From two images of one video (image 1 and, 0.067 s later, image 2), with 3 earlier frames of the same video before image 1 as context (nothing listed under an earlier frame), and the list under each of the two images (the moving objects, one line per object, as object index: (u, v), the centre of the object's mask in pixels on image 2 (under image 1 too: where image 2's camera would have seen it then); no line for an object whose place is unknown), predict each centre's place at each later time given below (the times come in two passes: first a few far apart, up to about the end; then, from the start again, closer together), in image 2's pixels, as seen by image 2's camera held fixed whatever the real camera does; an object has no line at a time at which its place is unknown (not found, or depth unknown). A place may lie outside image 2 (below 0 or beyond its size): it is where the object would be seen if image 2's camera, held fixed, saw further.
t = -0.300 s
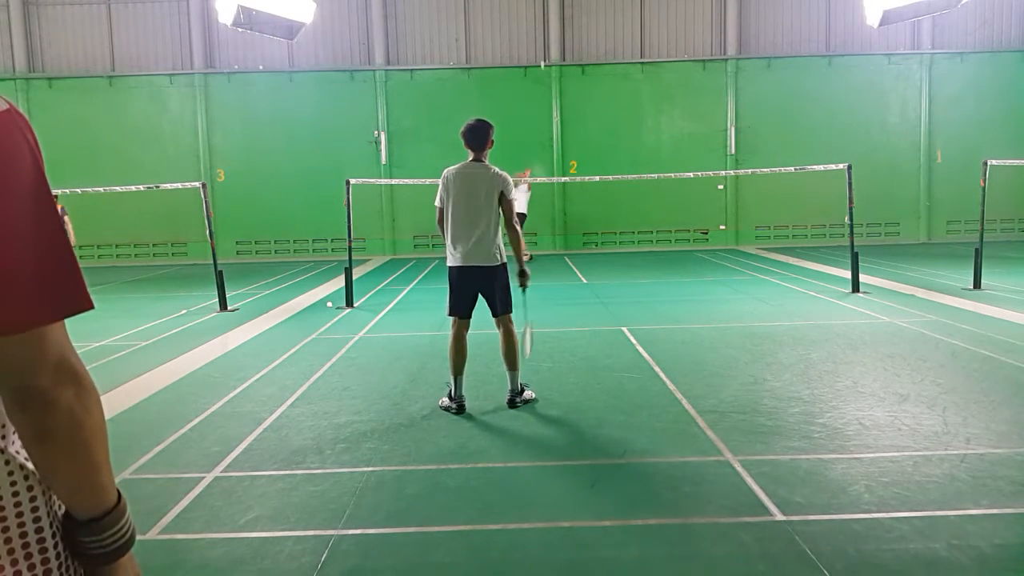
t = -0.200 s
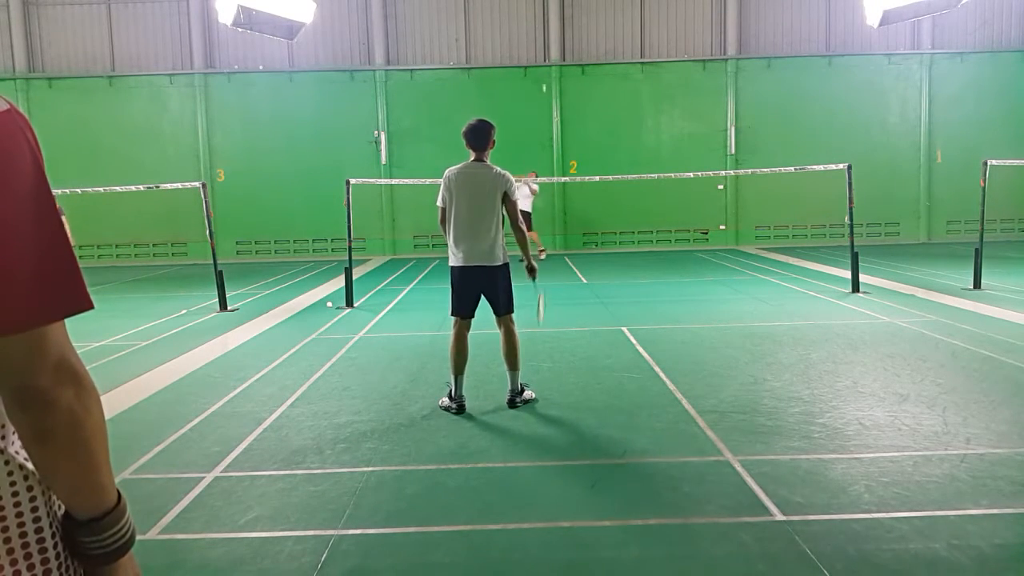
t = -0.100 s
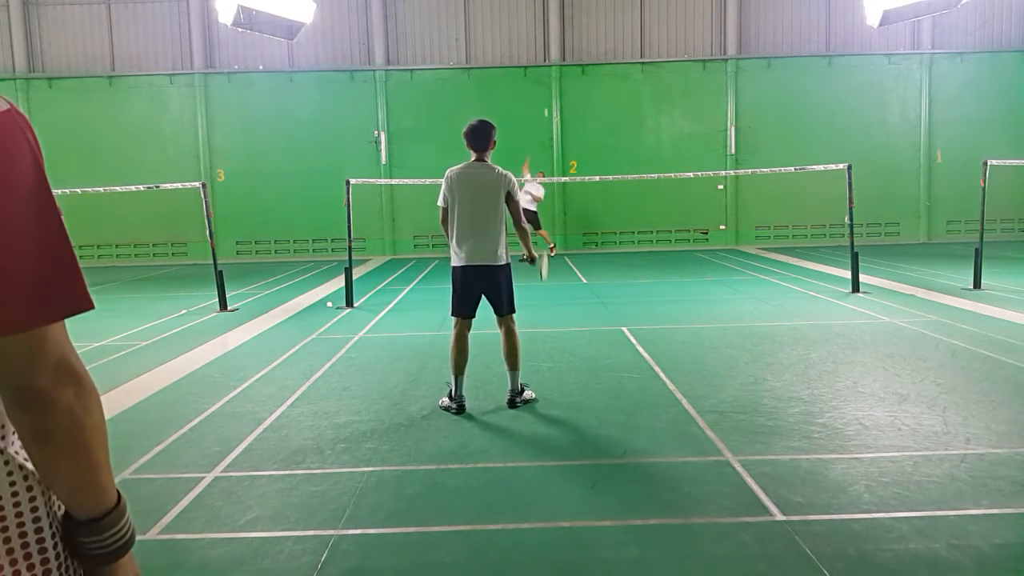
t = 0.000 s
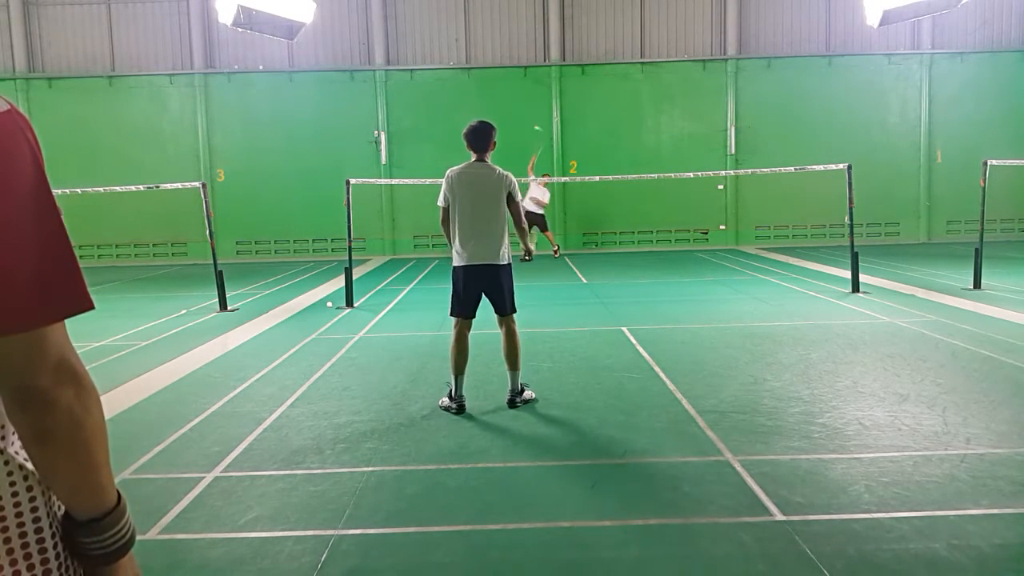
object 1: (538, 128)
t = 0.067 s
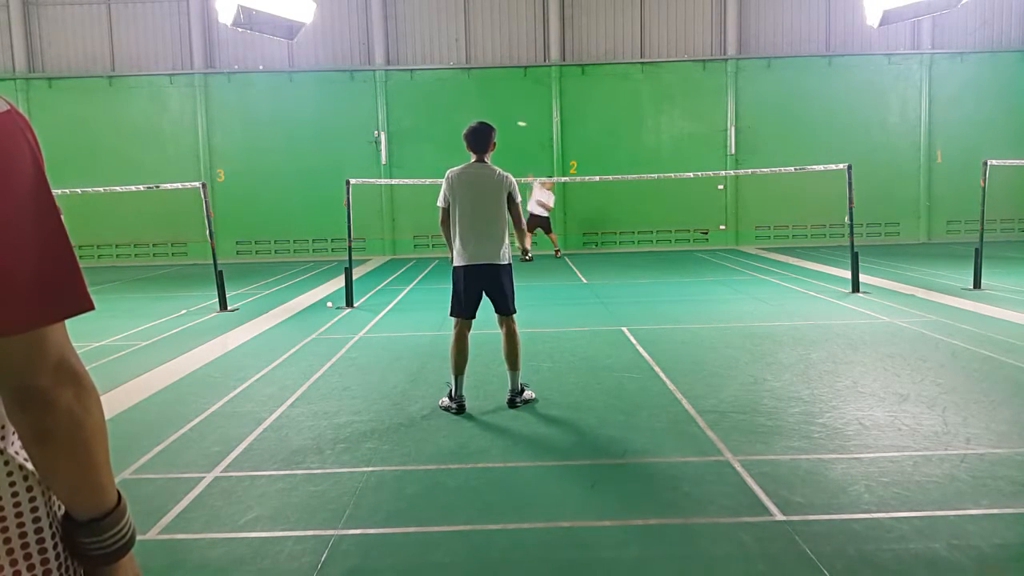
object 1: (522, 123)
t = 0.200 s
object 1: (488, 124)
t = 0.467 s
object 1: (426, 164)
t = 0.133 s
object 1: (505, 123)
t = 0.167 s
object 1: (497, 123)
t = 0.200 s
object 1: (488, 124)
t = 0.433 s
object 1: (434, 156)
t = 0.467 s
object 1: (426, 164)
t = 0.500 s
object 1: (419, 173)
